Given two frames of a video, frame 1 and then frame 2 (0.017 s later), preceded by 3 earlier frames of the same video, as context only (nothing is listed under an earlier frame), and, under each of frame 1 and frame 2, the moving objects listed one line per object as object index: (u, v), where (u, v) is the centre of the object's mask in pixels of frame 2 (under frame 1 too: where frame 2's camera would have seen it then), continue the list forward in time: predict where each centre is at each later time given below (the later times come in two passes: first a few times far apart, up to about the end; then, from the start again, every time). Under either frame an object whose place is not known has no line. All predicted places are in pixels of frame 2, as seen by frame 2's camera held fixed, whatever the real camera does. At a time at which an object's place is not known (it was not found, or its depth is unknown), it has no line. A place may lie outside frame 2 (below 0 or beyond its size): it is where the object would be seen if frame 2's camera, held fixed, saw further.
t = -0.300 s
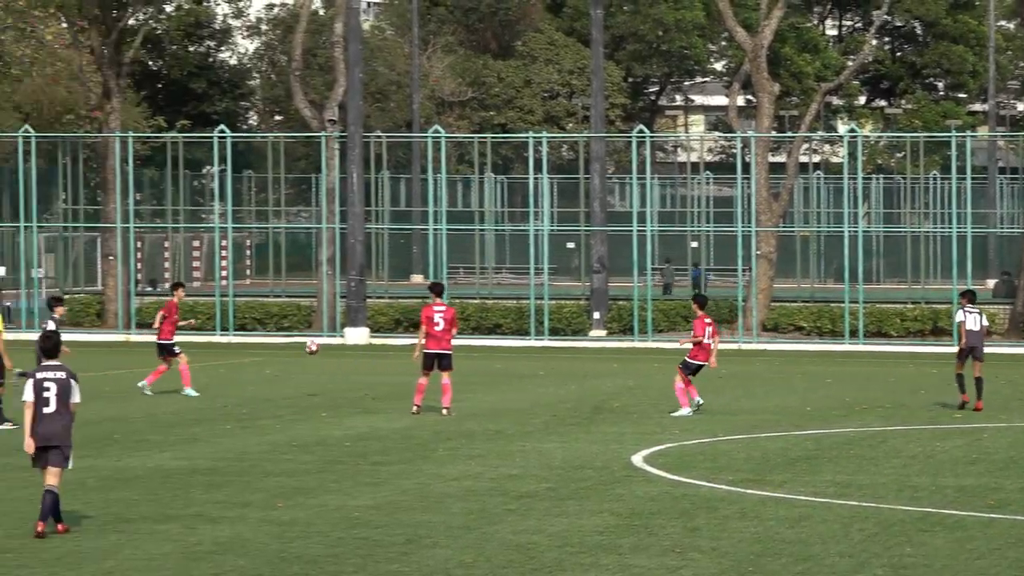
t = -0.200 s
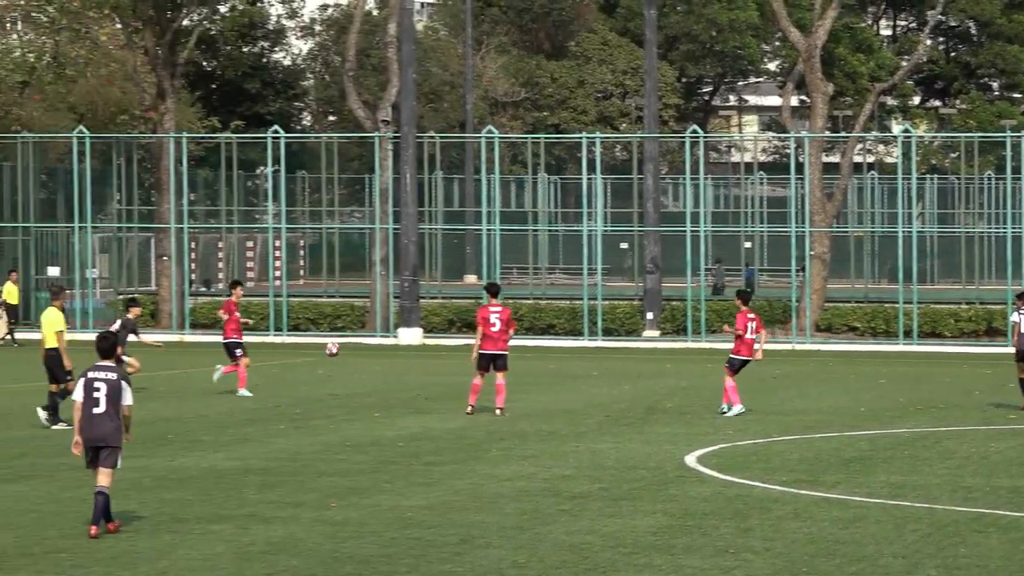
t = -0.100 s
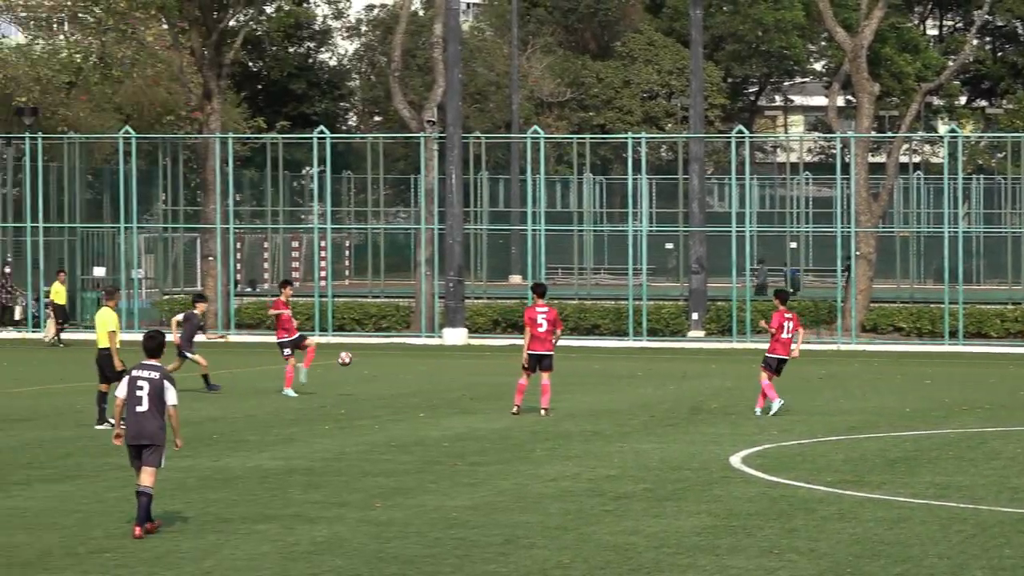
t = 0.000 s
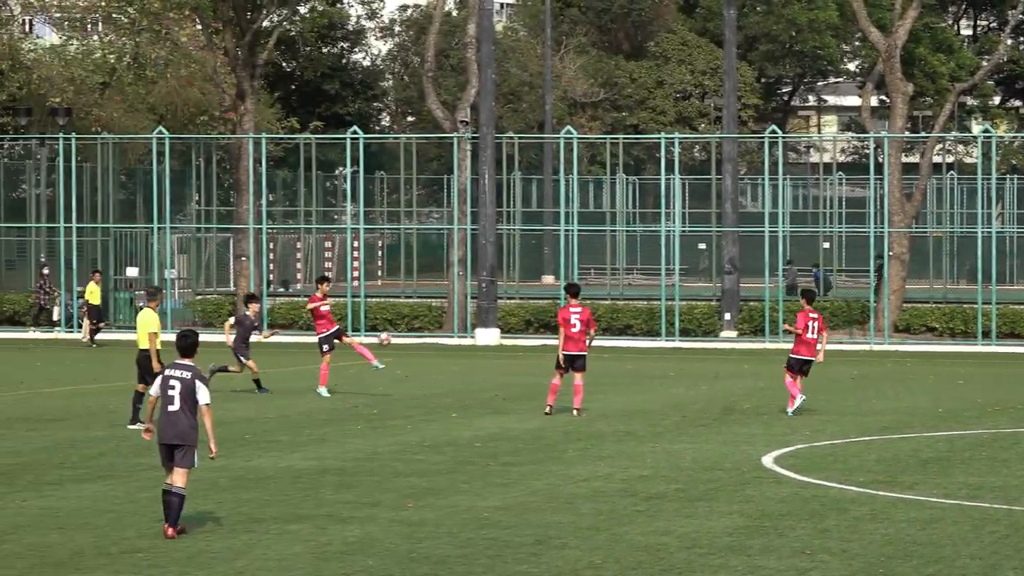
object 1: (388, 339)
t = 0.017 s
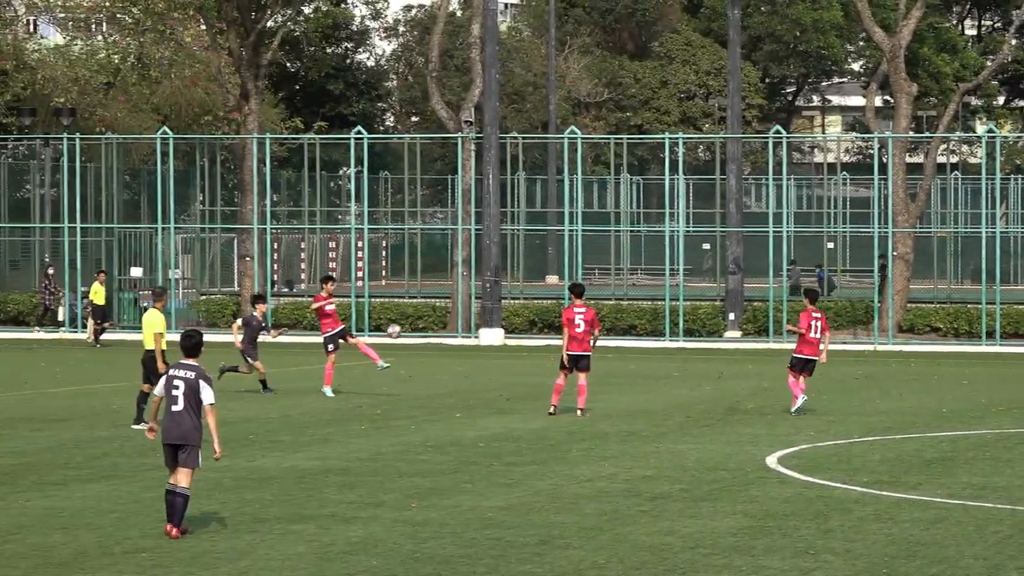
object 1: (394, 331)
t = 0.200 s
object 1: (462, 260)
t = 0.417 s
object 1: (542, 201)
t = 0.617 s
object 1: (617, 174)
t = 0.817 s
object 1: (693, 177)
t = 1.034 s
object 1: (781, 217)
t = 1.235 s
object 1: (870, 290)
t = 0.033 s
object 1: (399, 324)
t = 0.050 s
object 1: (406, 316)
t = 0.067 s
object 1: (412, 309)
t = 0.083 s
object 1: (419, 303)
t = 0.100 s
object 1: (426, 296)
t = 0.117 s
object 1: (431, 289)
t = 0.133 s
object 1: (438, 284)
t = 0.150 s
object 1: (444, 277)
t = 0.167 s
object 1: (450, 271)
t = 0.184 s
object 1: (456, 266)
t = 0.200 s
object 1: (462, 260)
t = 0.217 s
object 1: (469, 254)
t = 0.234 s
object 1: (475, 249)
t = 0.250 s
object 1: (481, 243)
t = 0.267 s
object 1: (487, 238)
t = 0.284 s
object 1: (494, 233)
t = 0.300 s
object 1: (500, 229)
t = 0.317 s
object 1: (506, 224)
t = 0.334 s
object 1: (512, 220)
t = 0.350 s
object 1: (518, 216)
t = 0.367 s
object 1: (524, 212)
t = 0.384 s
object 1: (530, 208)
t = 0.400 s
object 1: (536, 205)
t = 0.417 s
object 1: (542, 201)
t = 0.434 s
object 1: (549, 197)
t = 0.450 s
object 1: (555, 195)
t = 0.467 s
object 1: (561, 192)
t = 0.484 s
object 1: (567, 189)
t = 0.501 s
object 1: (573, 187)
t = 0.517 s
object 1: (580, 185)
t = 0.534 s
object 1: (585, 182)
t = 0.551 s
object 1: (592, 180)
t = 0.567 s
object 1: (598, 179)
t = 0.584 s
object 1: (604, 176)
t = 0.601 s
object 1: (611, 176)
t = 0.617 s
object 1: (617, 174)
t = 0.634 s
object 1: (623, 173)
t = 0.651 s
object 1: (629, 173)
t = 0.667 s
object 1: (635, 172)
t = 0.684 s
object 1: (641, 172)
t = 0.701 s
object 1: (648, 172)
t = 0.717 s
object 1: (654, 171)
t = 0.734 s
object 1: (661, 172)
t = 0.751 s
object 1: (667, 173)
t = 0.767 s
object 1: (673, 174)
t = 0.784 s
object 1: (680, 175)
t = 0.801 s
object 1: (687, 176)
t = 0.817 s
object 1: (693, 177)
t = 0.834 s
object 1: (700, 178)
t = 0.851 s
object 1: (706, 180)
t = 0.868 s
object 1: (712, 183)
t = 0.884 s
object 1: (719, 185)
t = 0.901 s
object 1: (726, 187)
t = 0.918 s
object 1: (732, 190)
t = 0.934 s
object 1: (740, 193)
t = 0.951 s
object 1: (746, 196)
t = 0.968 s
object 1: (753, 200)
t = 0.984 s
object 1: (760, 204)
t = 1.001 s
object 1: (768, 208)
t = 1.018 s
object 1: (774, 212)
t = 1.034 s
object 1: (781, 217)
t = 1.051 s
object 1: (788, 221)
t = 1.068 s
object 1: (795, 226)
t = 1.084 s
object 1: (802, 231)
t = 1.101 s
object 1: (810, 237)
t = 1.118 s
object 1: (817, 242)
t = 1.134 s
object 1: (824, 249)
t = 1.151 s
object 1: (832, 254)
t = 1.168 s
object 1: (839, 261)
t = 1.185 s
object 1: (847, 268)
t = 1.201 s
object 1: (854, 276)
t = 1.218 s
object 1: (862, 283)
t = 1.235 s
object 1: (870, 290)
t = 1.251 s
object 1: (877, 299)
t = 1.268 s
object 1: (885, 308)
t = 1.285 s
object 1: (893, 317)
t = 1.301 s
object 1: (902, 325)
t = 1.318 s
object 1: (909, 334)
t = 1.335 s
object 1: (917, 345)
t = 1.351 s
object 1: (924, 356)
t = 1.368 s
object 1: (931, 365)
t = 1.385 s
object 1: (939, 377)
